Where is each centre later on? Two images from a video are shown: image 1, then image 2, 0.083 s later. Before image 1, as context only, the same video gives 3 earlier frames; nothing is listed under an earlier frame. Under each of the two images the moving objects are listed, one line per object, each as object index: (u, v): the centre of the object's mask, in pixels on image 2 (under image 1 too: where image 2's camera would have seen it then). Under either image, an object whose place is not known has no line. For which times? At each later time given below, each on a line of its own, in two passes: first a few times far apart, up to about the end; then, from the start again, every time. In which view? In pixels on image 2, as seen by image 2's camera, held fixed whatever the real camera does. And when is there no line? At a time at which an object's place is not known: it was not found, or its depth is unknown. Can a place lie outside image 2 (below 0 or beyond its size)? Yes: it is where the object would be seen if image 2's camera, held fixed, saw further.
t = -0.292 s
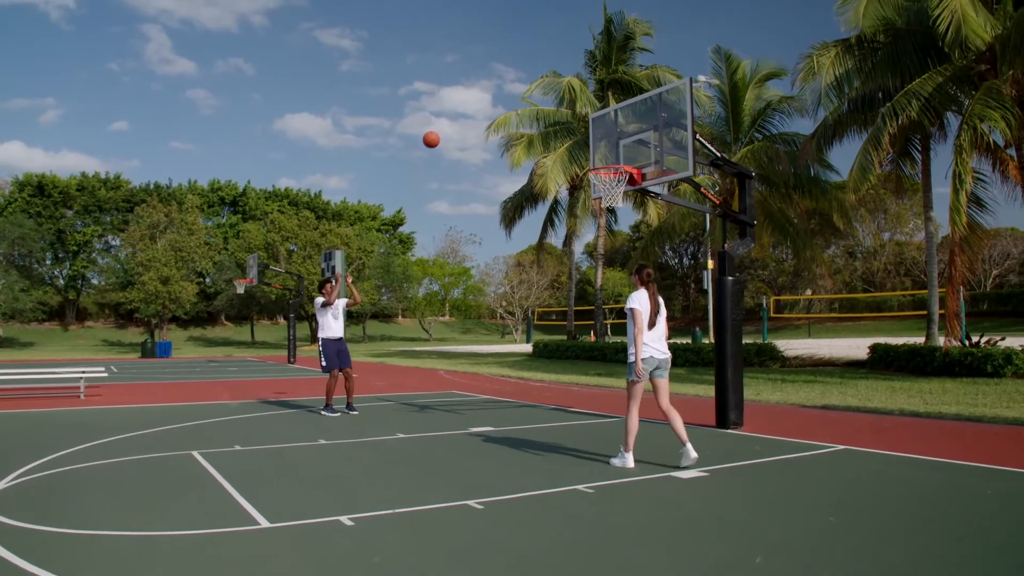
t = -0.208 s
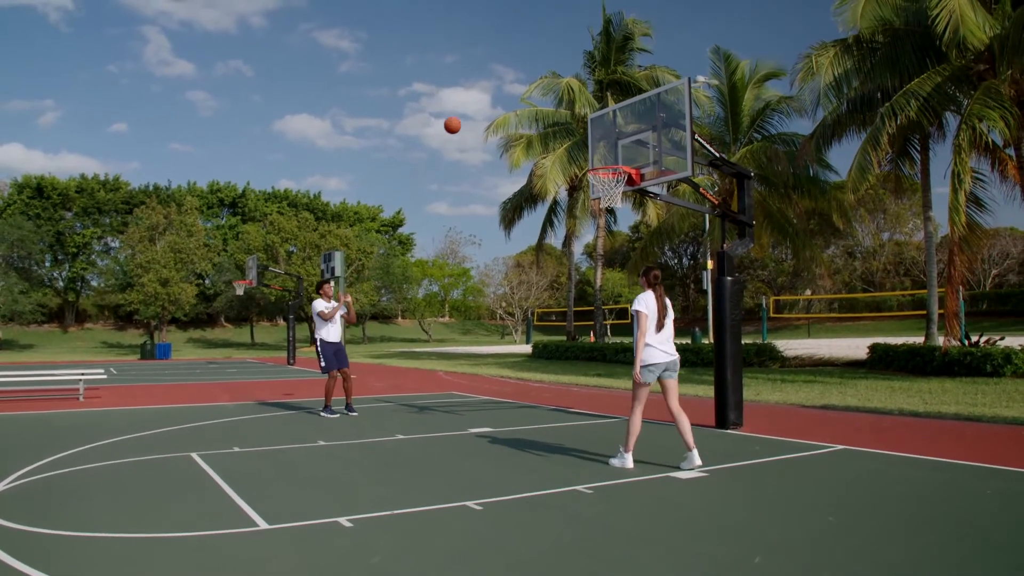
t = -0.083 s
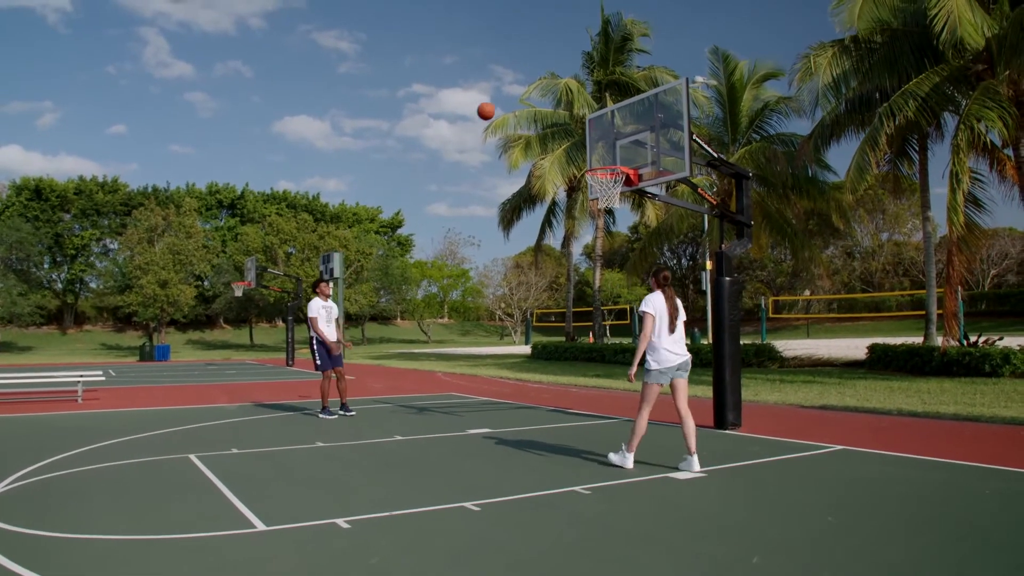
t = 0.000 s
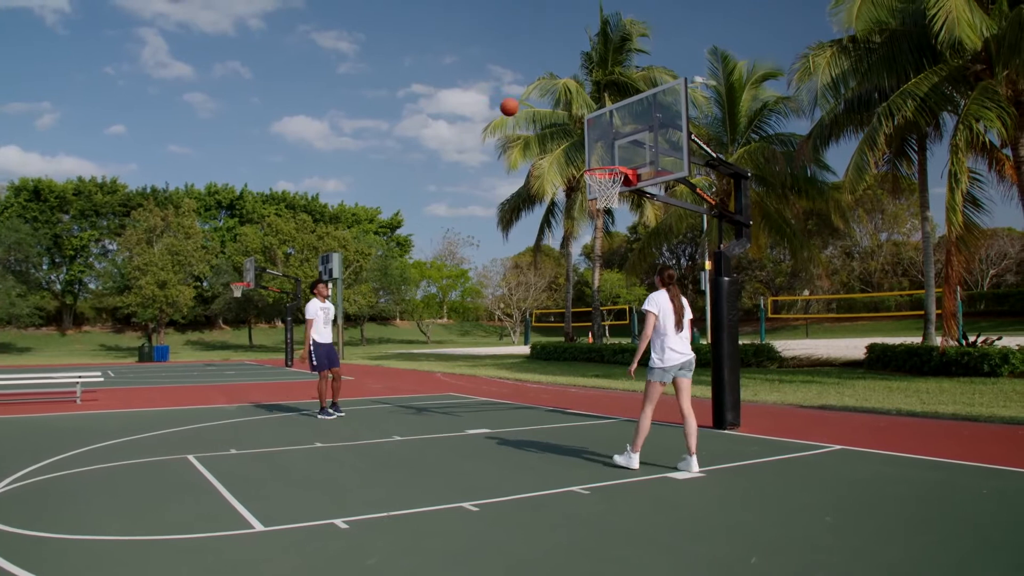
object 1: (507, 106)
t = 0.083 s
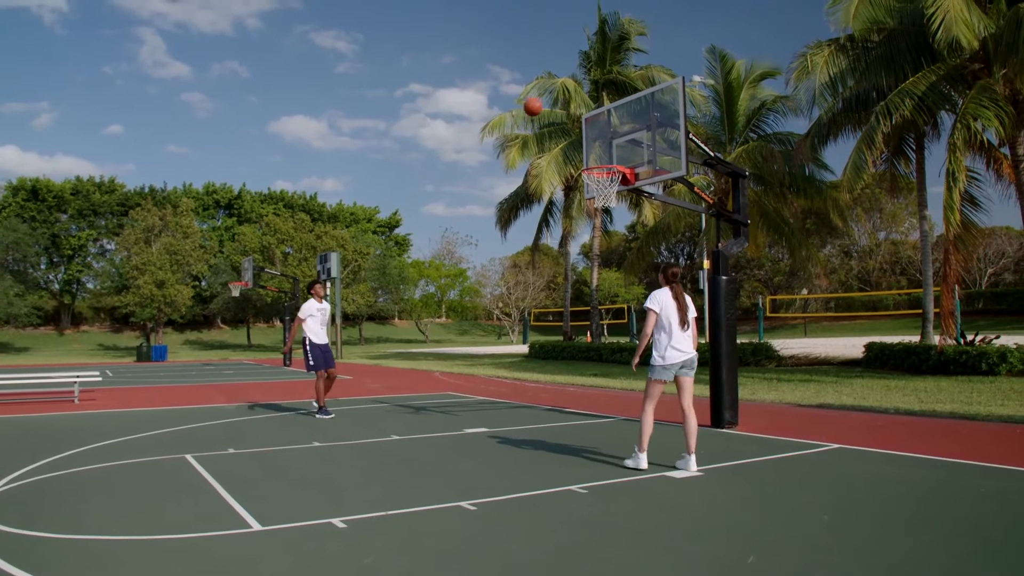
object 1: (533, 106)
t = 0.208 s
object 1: (574, 117)
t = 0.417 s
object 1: (588, 155)
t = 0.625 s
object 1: (574, 140)
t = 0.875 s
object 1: (555, 153)
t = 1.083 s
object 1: (538, 213)
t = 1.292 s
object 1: (520, 327)
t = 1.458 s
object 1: (511, 464)
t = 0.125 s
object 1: (546, 109)
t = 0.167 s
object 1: (560, 112)
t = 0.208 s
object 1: (574, 117)
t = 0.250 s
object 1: (586, 124)
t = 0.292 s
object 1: (586, 129)
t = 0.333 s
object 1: (587, 136)
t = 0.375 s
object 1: (588, 145)
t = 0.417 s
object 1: (588, 155)
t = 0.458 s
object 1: (588, 160)
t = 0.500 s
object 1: (584, 154)
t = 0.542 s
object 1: (581, 148)
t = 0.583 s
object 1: (578, 143)
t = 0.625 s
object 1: (574, 140)
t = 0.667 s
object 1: (571, 138)
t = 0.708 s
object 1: (568, 138)
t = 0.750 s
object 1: (565, 140)
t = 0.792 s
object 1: (562, 142)
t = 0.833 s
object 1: (558, 147)
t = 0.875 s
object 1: (555, 153)
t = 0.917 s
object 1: (551, 161)
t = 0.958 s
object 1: (548, 171)
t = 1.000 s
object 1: (545, 183)
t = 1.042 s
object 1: (541, 197)
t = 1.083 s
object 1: (538, 213)
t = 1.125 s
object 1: (534, 231)
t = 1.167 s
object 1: (531, 252)
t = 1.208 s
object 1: (527, 274)
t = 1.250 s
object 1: (524, 299)
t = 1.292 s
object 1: (520, 327)
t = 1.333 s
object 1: (517, 357)
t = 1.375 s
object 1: (516, 391)
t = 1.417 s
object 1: (514, 426)
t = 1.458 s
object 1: (511, 464)
